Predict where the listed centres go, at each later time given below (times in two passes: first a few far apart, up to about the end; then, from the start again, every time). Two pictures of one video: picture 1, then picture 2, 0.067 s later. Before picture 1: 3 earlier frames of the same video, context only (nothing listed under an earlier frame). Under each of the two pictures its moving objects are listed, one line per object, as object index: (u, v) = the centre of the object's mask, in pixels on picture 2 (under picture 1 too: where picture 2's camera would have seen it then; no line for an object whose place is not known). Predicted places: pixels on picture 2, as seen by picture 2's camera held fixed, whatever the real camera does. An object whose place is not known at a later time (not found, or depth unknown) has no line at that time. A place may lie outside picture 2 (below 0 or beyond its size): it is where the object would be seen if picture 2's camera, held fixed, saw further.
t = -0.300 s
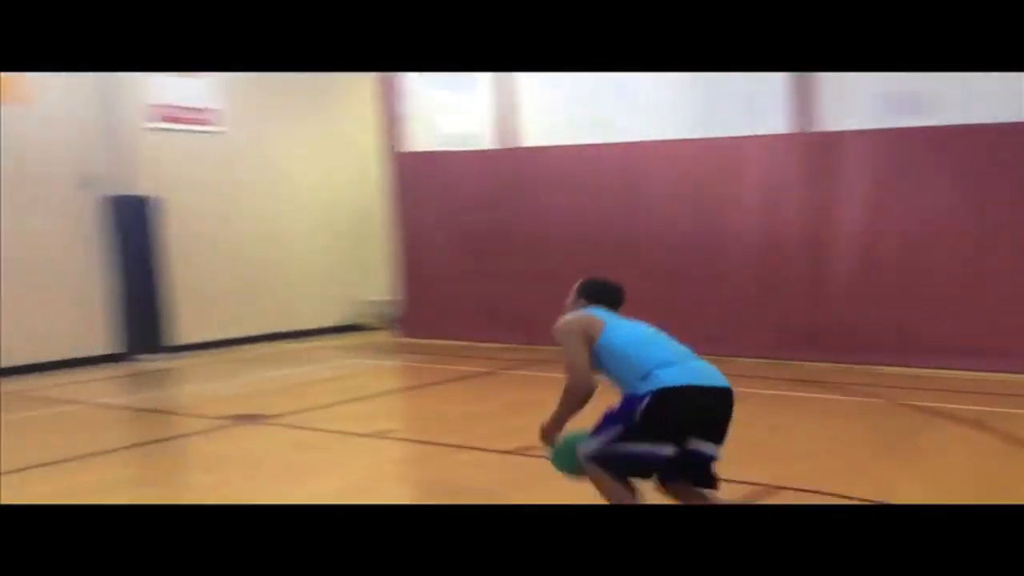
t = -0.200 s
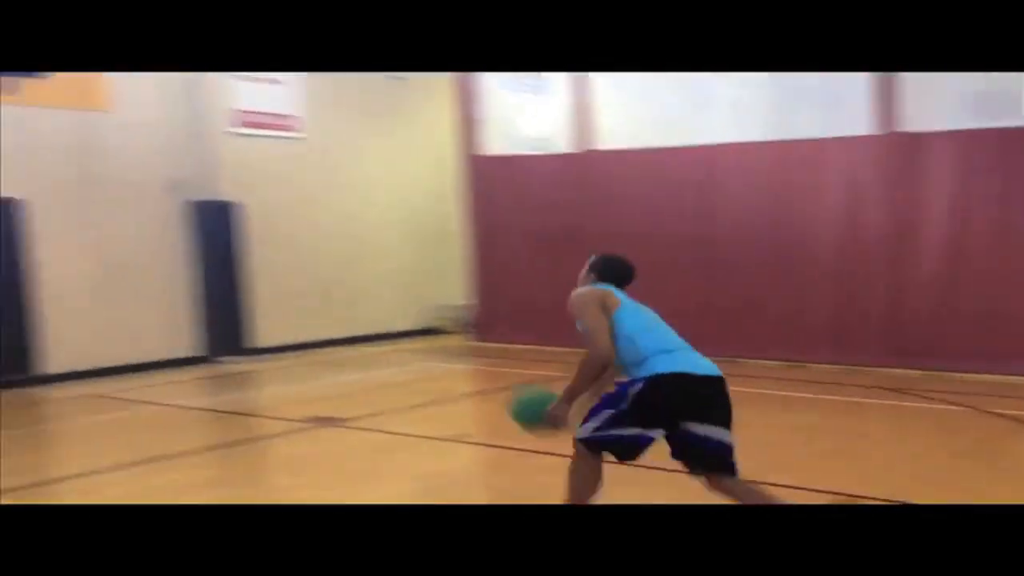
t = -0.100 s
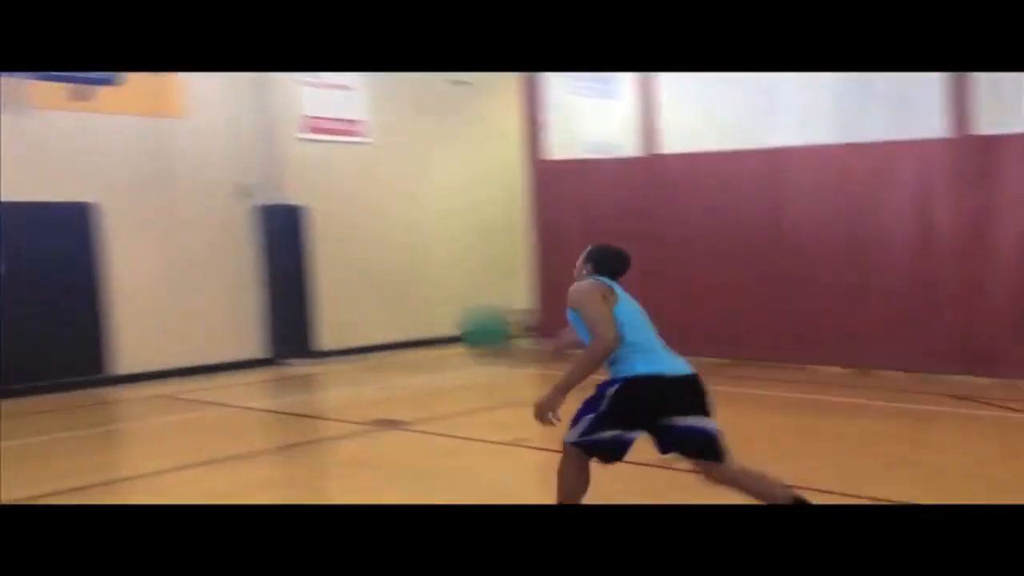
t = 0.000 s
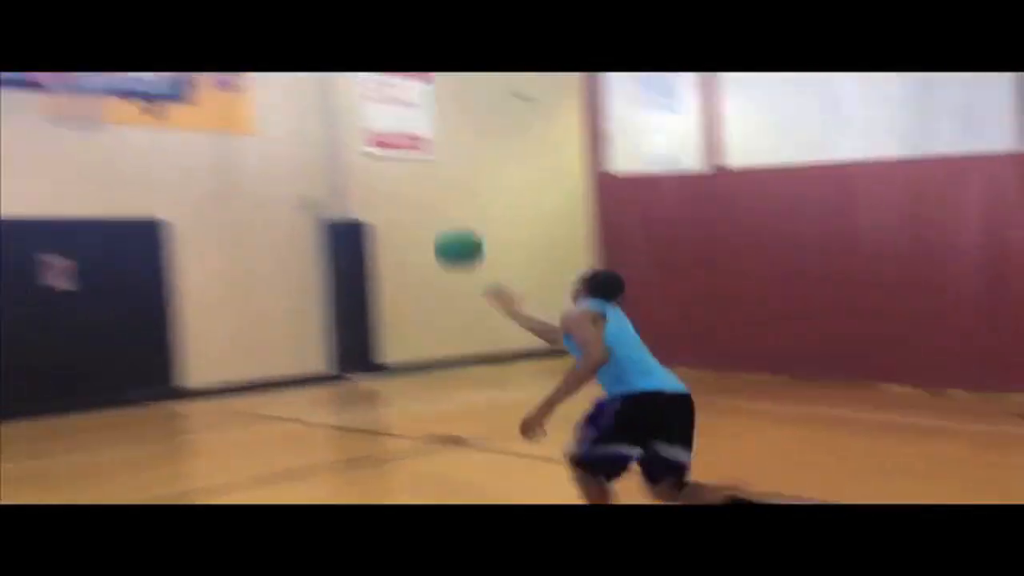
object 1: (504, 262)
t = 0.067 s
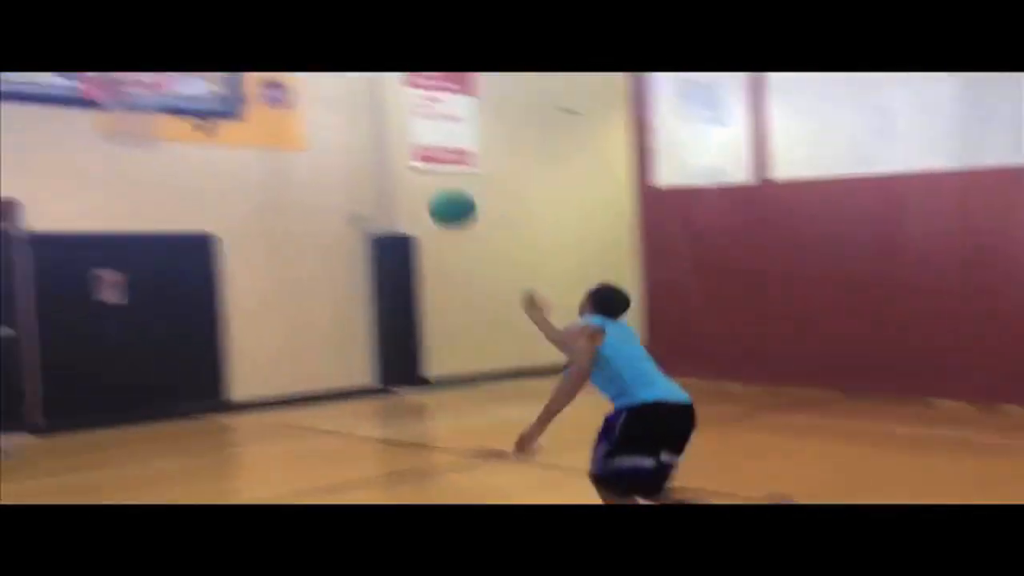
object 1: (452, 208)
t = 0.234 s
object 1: (340, 115)
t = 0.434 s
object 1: (235, 70)
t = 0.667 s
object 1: (210, 65)
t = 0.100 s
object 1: (428, 184)
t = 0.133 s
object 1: (405, 164)
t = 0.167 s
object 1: (383, 145)
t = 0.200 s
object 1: (361, 128)
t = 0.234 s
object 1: (340, 115)
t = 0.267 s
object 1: (322, 103)
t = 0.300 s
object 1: (305, 94)
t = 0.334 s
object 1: (288, 86)
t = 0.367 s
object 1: (272, 79)
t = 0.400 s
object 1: (253, 73)
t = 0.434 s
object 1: (235, 70)
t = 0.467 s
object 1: (218, 69)
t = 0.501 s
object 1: (203, 68)
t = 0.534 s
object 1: (189, 68)
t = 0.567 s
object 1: (178, 67)
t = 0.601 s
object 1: (185, 67)
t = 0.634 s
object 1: (197, 65)
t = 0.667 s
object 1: (210, 65)
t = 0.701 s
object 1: (221, 64)
